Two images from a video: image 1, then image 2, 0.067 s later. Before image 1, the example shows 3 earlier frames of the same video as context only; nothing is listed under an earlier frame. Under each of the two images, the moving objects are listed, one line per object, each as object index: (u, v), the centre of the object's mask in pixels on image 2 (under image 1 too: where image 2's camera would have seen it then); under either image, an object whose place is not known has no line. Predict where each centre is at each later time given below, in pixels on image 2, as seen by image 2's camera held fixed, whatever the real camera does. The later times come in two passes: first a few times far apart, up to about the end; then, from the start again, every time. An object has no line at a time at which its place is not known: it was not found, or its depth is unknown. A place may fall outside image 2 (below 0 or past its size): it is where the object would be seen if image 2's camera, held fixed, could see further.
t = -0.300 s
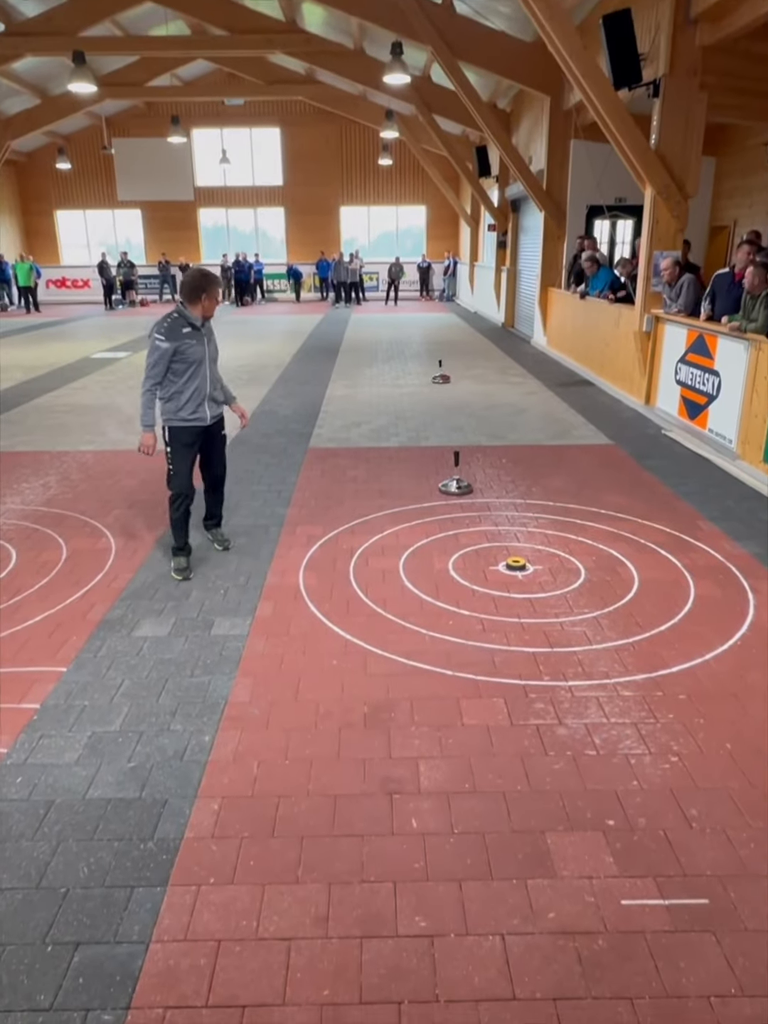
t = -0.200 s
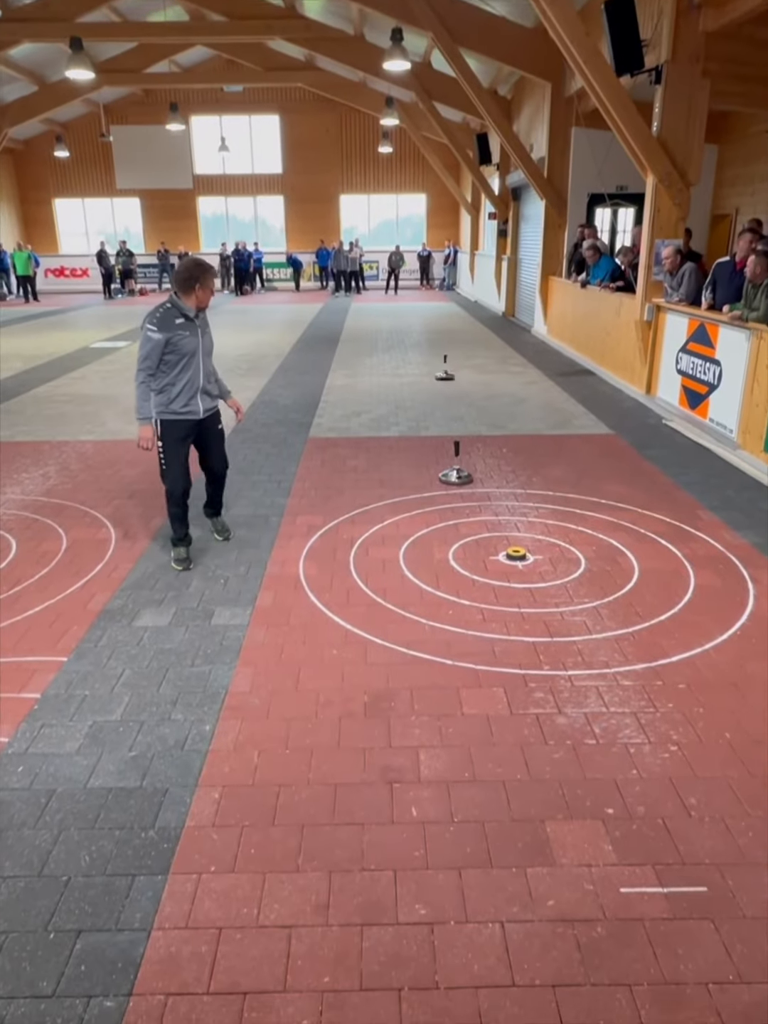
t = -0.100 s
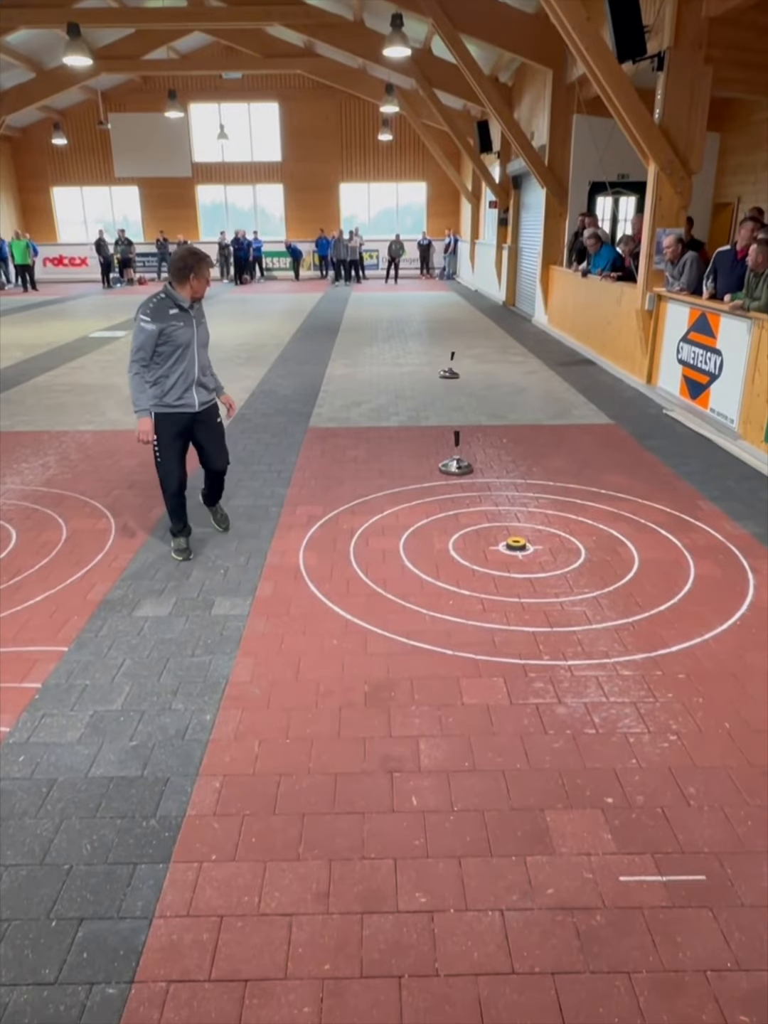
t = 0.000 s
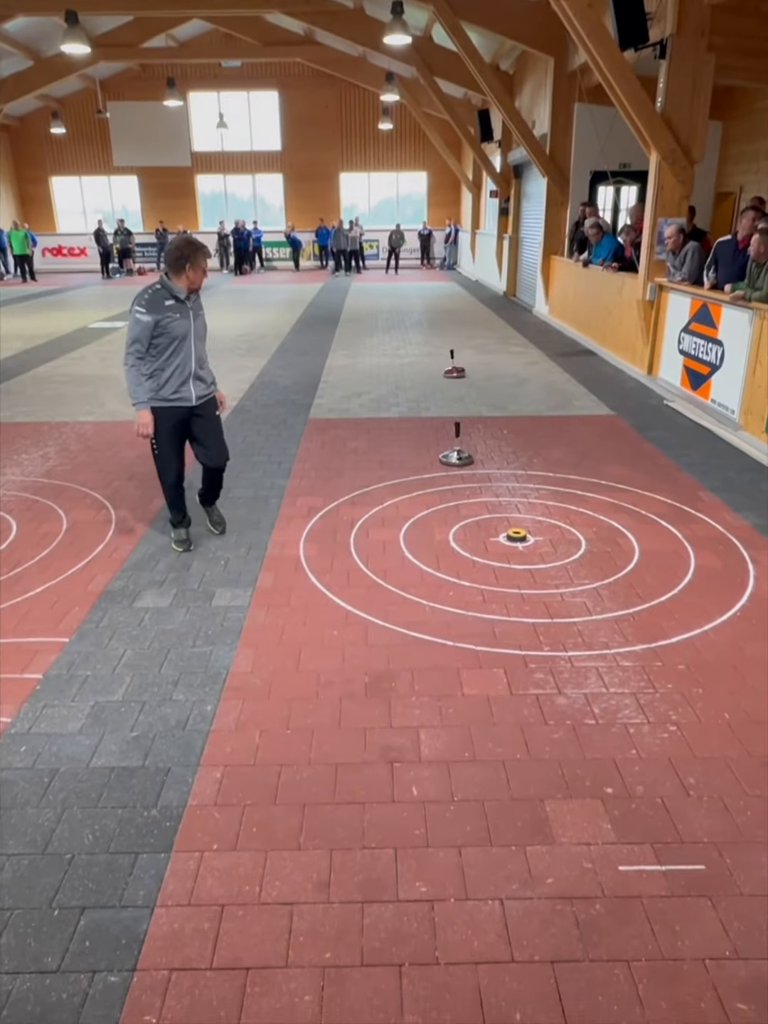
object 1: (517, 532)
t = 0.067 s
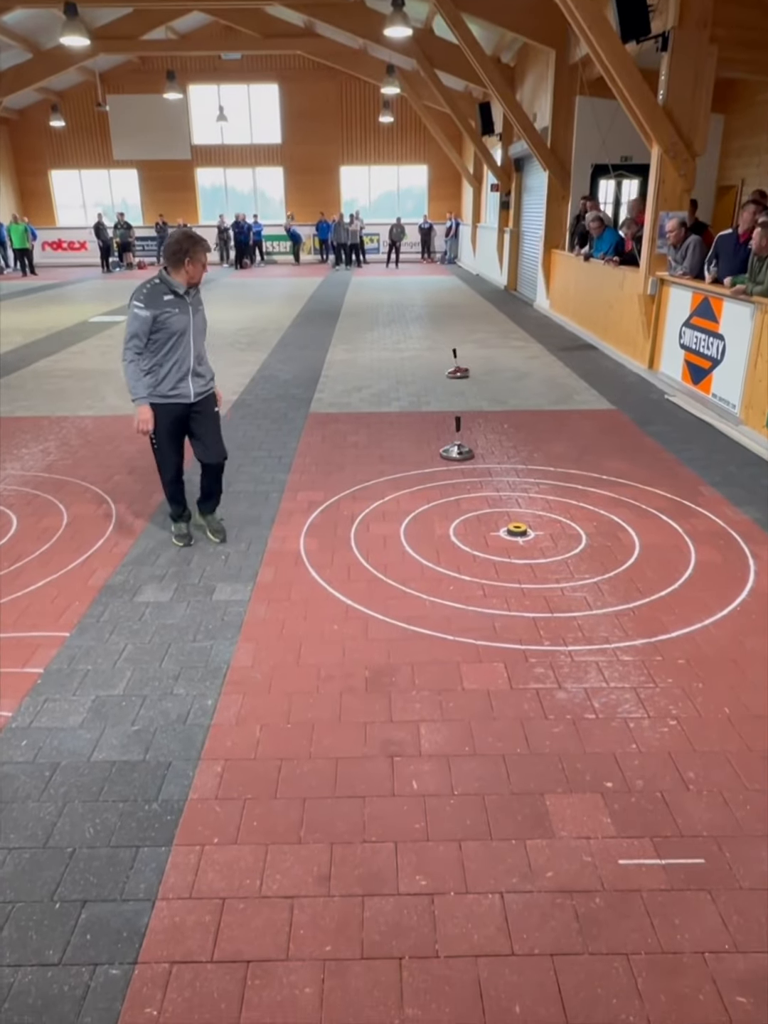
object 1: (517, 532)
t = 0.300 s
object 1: (517, 532)
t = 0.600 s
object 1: (517, 532)
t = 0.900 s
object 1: (517, 533)
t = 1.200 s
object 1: (528, 555)
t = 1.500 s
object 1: (572, 648)
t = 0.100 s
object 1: (517, 532)
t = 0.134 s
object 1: (517, 532)
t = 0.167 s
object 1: (517, 532)
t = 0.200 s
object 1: (517, 532)
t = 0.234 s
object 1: (517, 532)
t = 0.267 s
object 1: (517, 532)
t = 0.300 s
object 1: (517, 532)
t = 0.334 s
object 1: (517, 532)
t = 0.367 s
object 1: (517, 532)
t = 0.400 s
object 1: (517, 532)
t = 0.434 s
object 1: (517, 532)
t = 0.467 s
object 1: (517, 532)
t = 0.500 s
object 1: (517, 532)
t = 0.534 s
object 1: (517, 532)
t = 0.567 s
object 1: (517, 532)
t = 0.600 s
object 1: (517, 532)
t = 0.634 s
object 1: (517, 532)
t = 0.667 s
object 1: (517, 532)
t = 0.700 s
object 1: (517, 532)
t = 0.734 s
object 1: (517, 532)
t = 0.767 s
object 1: (517, 532)
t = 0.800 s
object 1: (517, 532)
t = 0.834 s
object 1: (517, 533)
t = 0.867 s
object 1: (517, 532)
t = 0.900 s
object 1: (517, 533)
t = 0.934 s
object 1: (517, 533)
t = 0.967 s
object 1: (517, 533)
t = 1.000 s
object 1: (517, 533)
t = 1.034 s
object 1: (517, 533)
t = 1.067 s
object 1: (517, 533)
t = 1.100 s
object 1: (517, 533)
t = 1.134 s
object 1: (517, 534)
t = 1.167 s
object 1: (521, 542)
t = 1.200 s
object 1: (528, 555)
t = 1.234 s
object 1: (533, 565)
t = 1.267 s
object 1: (537, 575)
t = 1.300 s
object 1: (542, 585)
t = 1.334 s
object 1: (547, 596)
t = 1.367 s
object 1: (552, 606)
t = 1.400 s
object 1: (557, 618)
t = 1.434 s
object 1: (562, 628)
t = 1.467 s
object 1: (566, 638)
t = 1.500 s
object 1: (572, 648)
